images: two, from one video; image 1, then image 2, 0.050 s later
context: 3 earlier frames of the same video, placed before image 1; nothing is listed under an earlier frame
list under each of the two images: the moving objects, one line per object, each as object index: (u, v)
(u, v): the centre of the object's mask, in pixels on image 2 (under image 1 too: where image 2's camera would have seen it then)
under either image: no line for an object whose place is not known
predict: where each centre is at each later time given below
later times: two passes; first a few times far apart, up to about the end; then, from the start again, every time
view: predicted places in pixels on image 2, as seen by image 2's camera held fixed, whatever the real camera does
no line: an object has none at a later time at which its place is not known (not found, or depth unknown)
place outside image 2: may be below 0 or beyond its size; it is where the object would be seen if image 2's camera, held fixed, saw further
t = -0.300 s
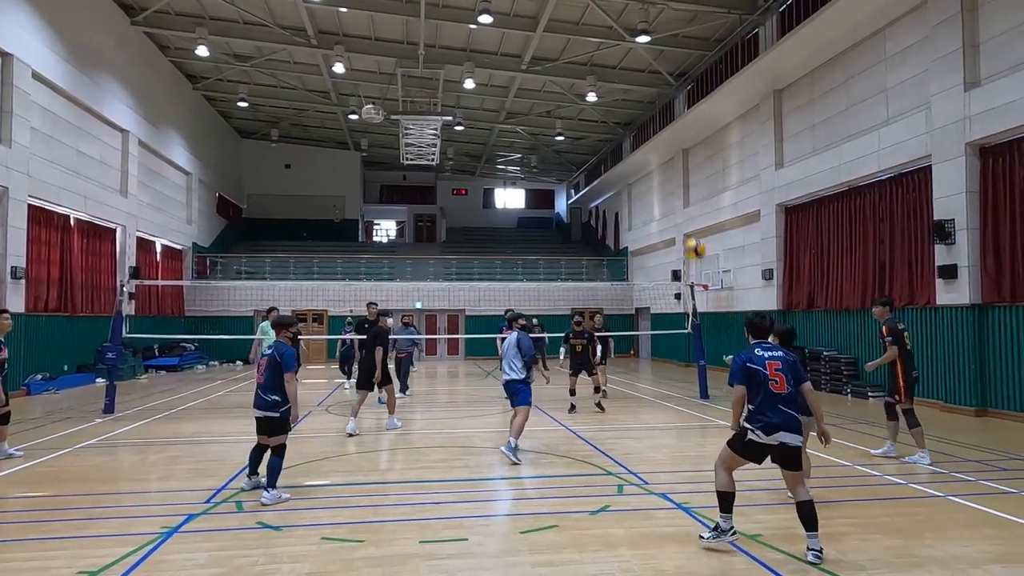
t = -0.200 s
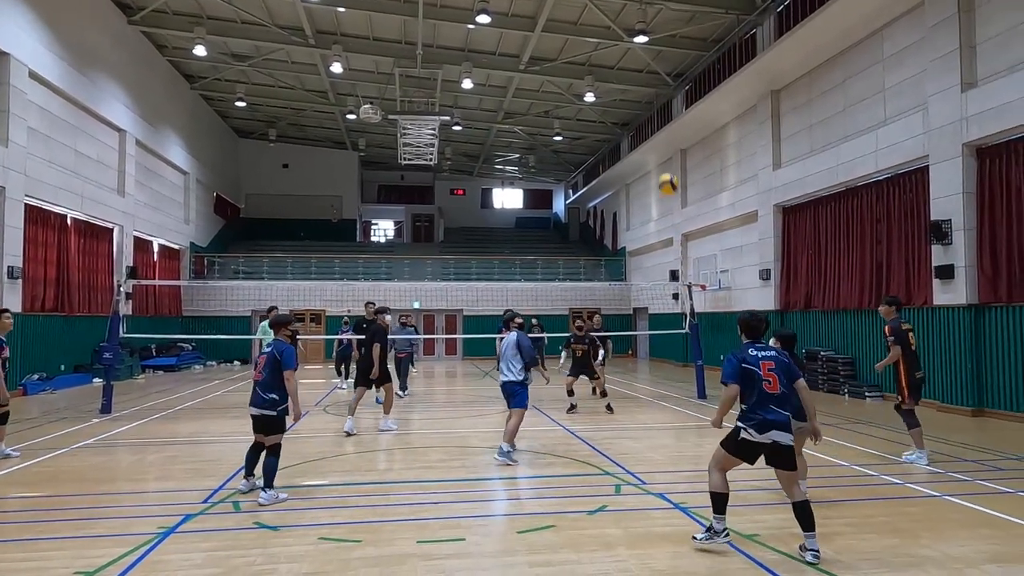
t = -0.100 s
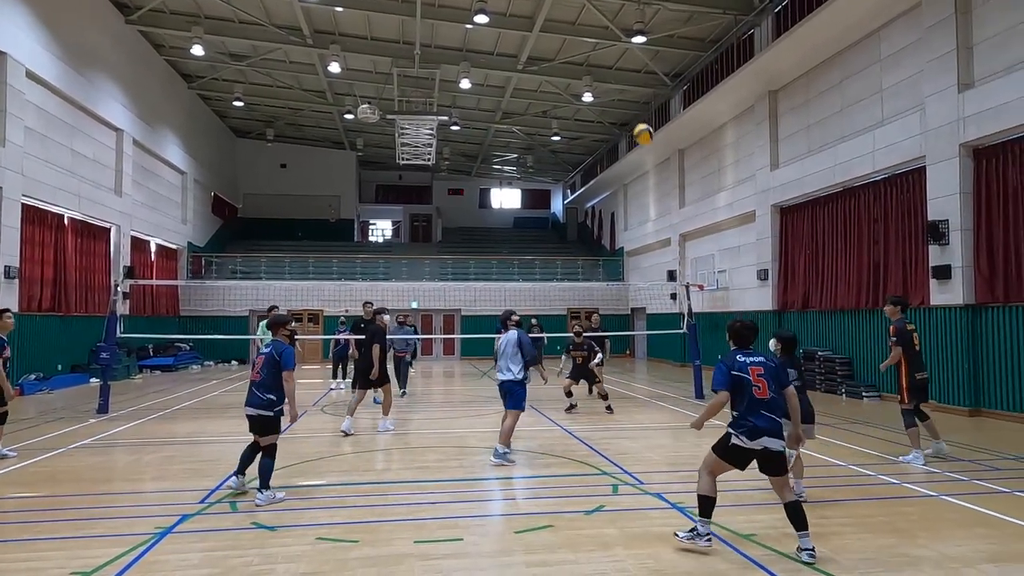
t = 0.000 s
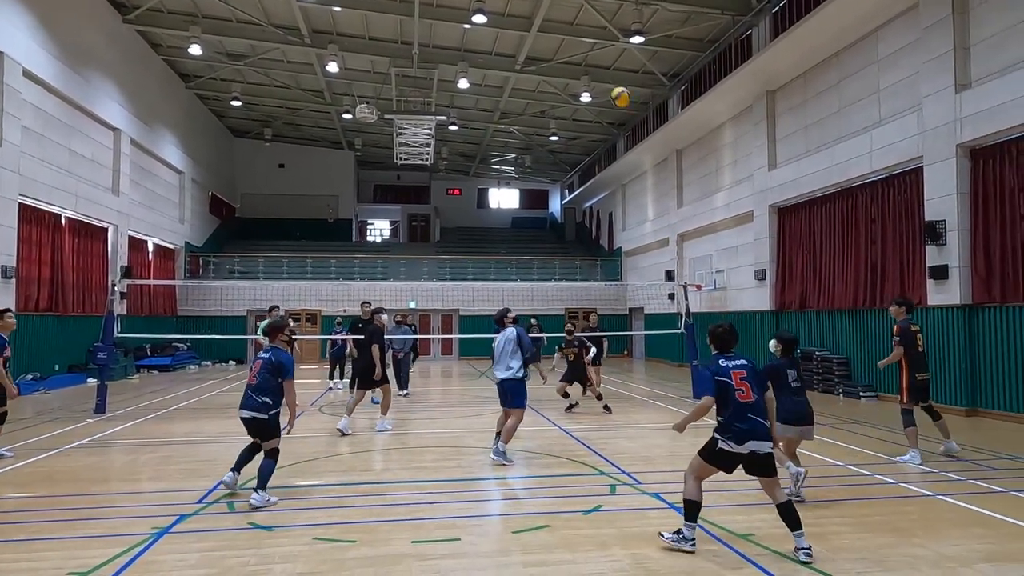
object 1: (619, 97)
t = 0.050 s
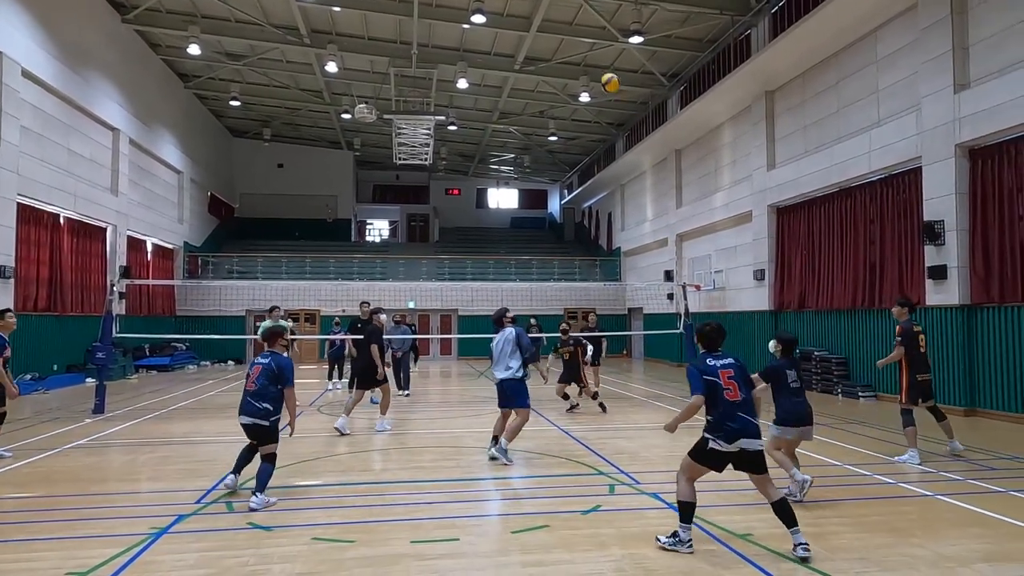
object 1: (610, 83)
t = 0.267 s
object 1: (571, 51)
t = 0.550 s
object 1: (528, 68)
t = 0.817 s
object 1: (492, 135)
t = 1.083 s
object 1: (462, 242)
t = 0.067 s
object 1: (607, 79)
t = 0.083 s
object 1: (603, 75)
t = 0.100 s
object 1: (600, 71)
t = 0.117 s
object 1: (597, 68)
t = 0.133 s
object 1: (594, 65)
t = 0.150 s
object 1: (591, 63)
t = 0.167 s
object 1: (588, 60)
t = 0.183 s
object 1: (585, 58)
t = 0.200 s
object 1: (582, 56)
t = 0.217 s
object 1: (580, 55)
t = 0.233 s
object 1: (577, 54)
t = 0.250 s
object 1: (575, 52)
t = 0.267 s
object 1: (571, 51)
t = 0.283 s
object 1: (568, 51)
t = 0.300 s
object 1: (565, 50)
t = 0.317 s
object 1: (563, 50)
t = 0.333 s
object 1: (560, 50)
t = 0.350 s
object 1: (557, 51)
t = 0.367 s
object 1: (555, 51)
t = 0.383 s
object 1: (552, 52)
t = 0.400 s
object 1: (549, 52)
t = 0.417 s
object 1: (547, 53)
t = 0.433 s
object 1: (545, 54)
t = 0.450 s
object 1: (542, 56)
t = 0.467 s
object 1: (540, 58)
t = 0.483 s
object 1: (537, 59)
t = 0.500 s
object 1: (534, 61)
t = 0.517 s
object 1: (532, 63)
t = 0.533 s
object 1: (529, 66)
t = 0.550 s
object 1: (528, 68)
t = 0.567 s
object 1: (525, 71)
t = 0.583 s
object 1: (522, 74)
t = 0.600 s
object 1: (520, 78)
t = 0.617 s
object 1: (518, 81)
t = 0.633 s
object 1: (515, 85)
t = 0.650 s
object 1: (513, 88)
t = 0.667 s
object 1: (511, 92)
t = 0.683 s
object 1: (509, 96)
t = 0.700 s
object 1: (507, 101)
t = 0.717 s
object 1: (505, 105)
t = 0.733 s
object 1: (503, 110)
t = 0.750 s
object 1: (501, 114)
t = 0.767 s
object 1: (499, 119)
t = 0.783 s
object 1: (496, 124)
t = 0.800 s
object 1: (494, 130)
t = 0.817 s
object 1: (492, 135)
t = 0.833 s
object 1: (490, 141)
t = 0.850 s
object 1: (488, 146)
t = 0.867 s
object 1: (486, 153)
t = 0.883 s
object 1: (484, 159)
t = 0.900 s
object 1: (482, 165)
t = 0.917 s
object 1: (480, 171)
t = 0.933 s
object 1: (478, 178)
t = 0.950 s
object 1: (477, 184)
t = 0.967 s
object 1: (475, 191)
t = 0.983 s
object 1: (473, 198)
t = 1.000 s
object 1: (471, 205)
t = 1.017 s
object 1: (469, 212)
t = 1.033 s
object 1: (467, 220)
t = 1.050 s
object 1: (466, 227)
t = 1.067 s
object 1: (464, 235)
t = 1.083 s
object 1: (462, 242)
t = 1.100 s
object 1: (461, 250)
